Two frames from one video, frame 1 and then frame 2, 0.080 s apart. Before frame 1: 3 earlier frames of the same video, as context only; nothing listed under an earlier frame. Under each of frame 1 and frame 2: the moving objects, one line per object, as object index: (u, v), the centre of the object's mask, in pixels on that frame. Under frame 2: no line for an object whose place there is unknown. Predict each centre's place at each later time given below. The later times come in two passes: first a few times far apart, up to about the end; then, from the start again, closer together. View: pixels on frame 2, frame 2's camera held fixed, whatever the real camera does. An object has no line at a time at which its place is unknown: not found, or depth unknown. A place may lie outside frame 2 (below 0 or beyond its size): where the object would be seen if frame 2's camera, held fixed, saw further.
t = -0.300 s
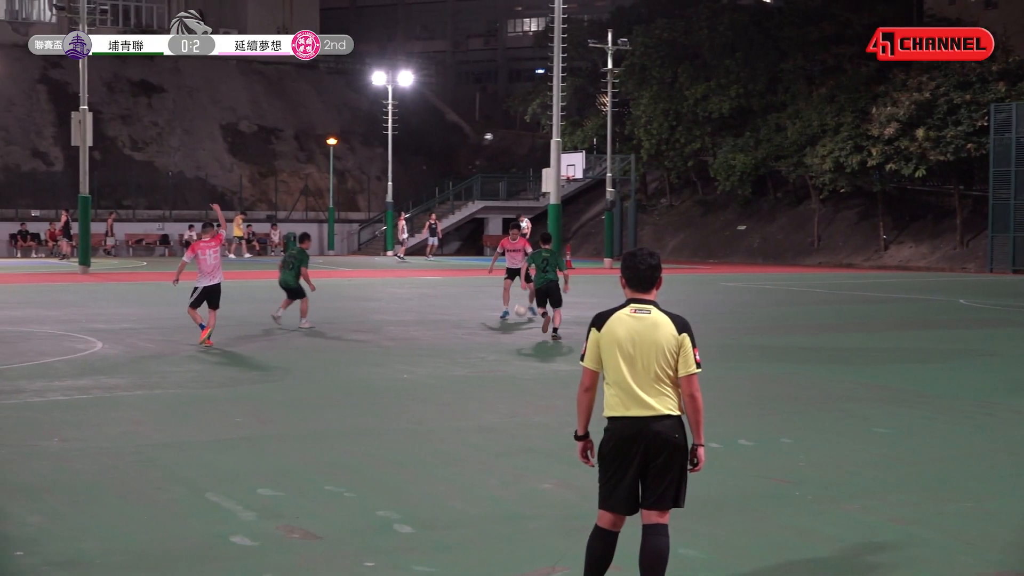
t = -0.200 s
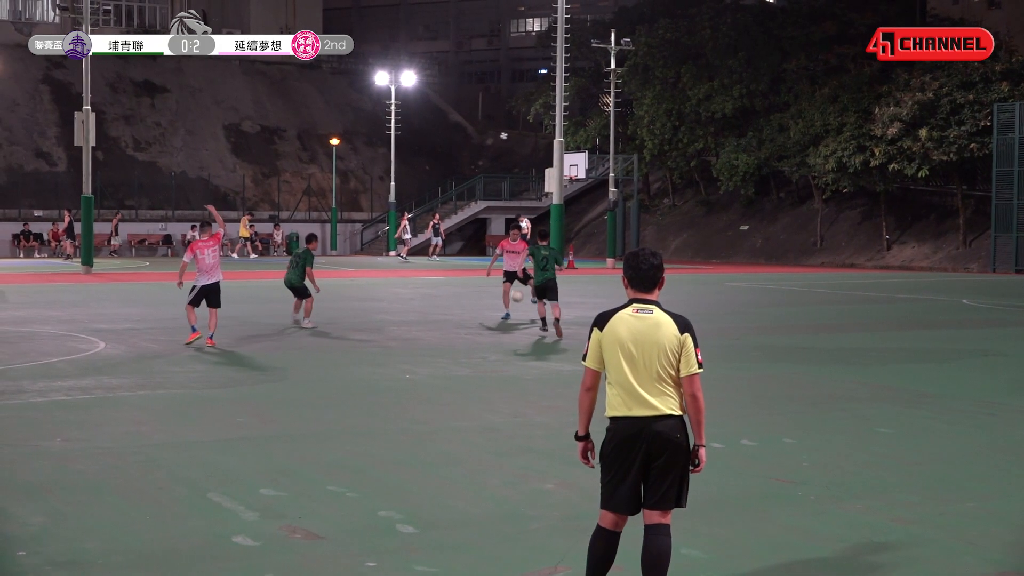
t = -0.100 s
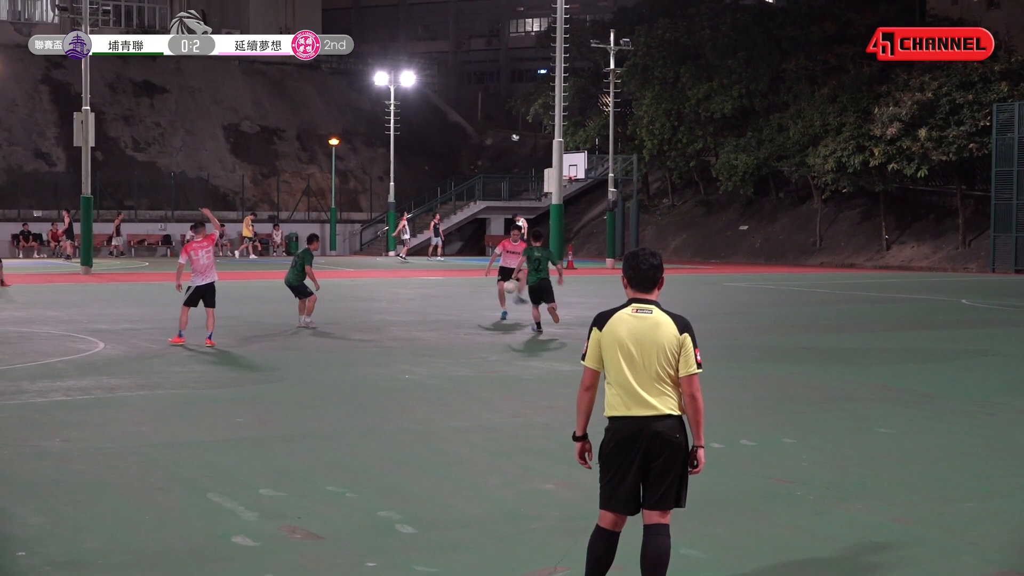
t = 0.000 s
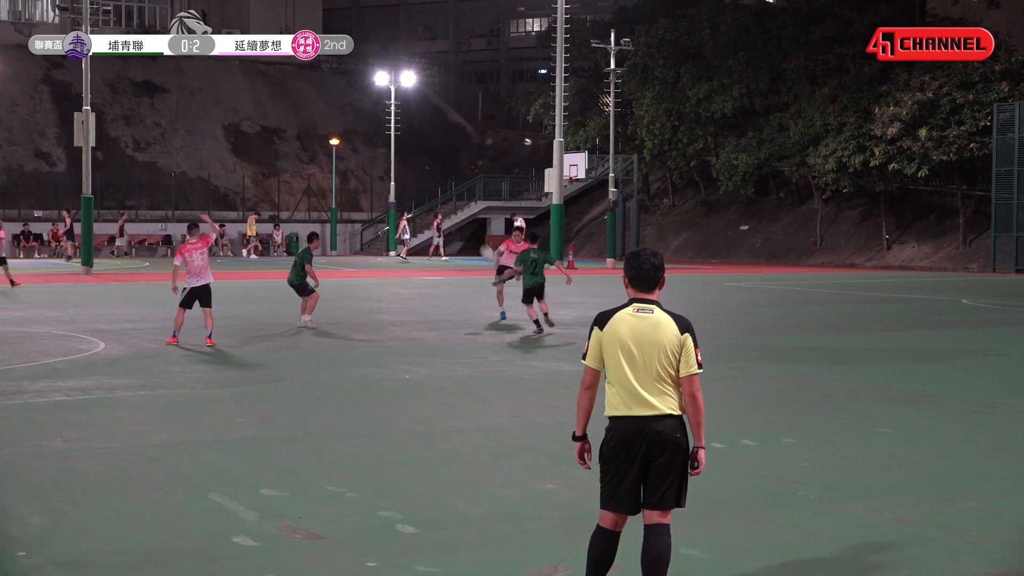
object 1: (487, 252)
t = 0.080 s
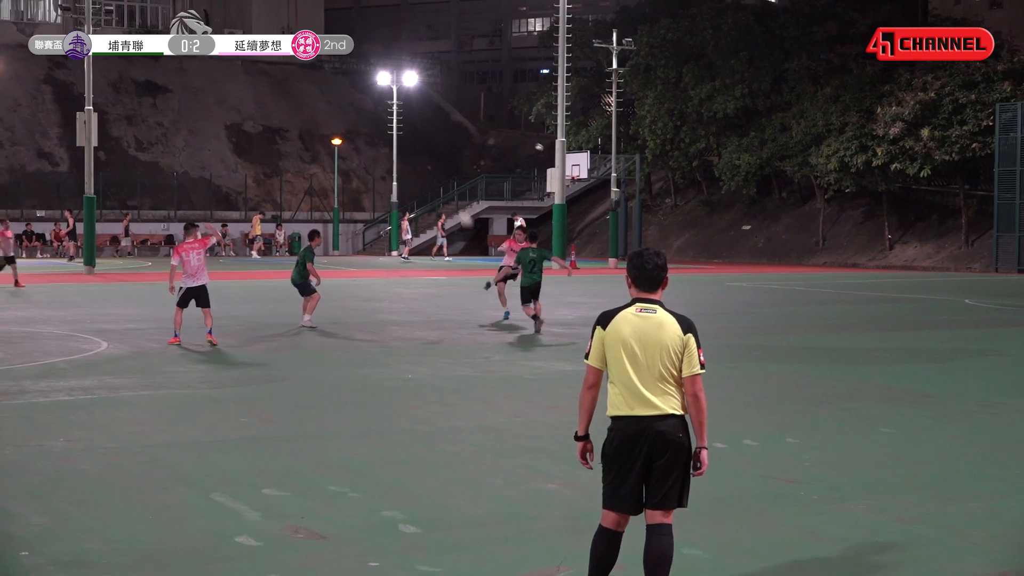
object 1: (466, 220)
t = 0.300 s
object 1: (395, 140)
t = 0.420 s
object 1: (356, 108)
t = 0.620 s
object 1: (289, 71)
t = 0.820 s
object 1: (209, 58)
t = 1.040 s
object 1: (115, 74)
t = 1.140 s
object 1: (69, 92)
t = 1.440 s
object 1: (-75, 204)
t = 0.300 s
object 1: (395, 140)
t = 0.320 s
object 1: (388, 134)
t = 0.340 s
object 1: (382, 128)
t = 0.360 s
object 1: (376, 123)
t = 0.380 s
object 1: (369, 118)
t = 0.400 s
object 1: (363, 113)
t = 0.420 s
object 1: (356, 108)
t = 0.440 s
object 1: (350, 103)
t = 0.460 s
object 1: (343, 98)
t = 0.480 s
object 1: (336, 94)
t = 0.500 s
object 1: (330, 90)
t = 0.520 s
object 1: (323, 86)
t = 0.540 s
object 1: (316, 83)
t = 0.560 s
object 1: (310, 79)
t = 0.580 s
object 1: (303, 76)
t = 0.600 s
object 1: (296, 73)
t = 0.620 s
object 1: (289, 71)
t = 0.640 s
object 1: (281, 68)
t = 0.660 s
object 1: (273, 66)
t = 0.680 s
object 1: (265, 64)
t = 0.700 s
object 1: (258, 63)
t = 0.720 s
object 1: (250, 61)
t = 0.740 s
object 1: (242, 60)
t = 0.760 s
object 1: (233, 59)
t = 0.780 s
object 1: (225, 58)
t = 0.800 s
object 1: (217, 58)
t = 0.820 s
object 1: (209, 58)
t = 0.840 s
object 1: (201, 58)
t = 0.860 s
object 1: (192, 58)
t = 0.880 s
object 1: (184, 59)
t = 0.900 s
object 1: (176, 59)
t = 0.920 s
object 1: (167, 61)
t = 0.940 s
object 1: (159, 62)
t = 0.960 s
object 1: (150, 64)
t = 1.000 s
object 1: (133, 68)
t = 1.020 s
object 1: (124, 71)
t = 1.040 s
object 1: (115, 74)
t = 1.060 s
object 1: (106, 76)
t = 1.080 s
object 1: (96, 80)
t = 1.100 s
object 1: (87, 83)
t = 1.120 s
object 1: (77, 88)
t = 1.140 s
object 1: (69, 92)
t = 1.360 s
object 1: (-34, 165)
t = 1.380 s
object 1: (-45, 176)
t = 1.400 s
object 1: (-56, 184)
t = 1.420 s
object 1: (-65, 194)
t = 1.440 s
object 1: (-75, 204)
